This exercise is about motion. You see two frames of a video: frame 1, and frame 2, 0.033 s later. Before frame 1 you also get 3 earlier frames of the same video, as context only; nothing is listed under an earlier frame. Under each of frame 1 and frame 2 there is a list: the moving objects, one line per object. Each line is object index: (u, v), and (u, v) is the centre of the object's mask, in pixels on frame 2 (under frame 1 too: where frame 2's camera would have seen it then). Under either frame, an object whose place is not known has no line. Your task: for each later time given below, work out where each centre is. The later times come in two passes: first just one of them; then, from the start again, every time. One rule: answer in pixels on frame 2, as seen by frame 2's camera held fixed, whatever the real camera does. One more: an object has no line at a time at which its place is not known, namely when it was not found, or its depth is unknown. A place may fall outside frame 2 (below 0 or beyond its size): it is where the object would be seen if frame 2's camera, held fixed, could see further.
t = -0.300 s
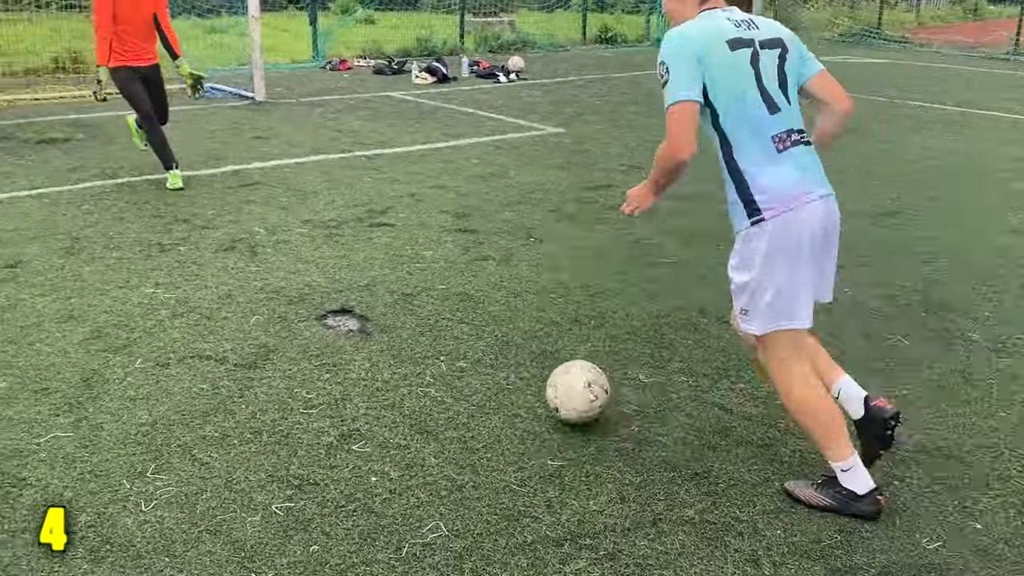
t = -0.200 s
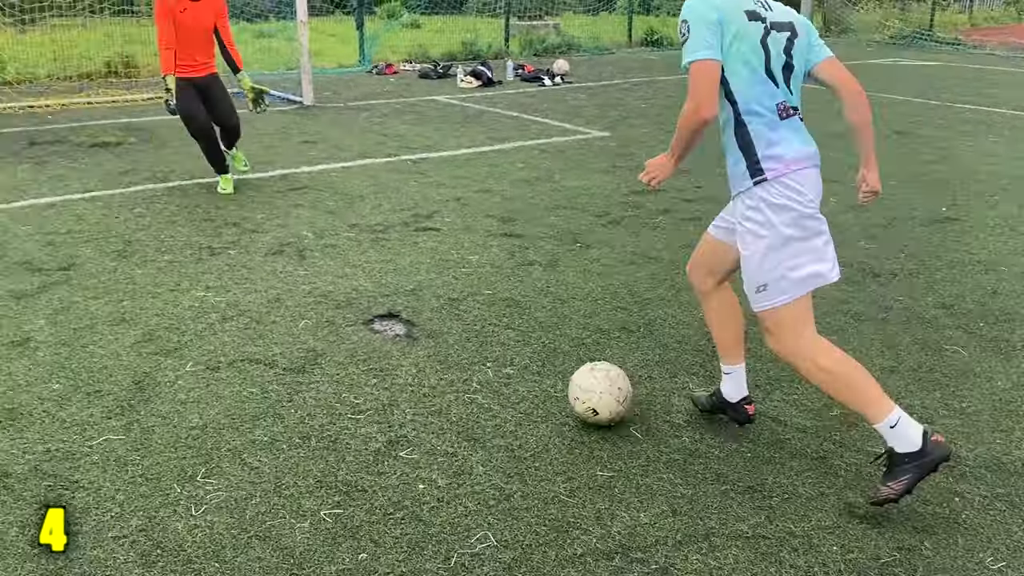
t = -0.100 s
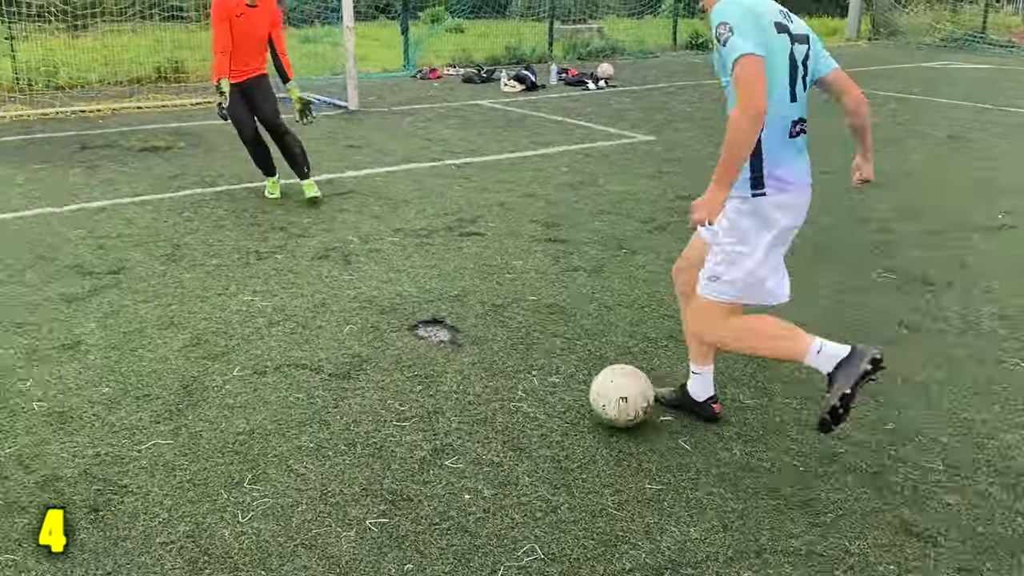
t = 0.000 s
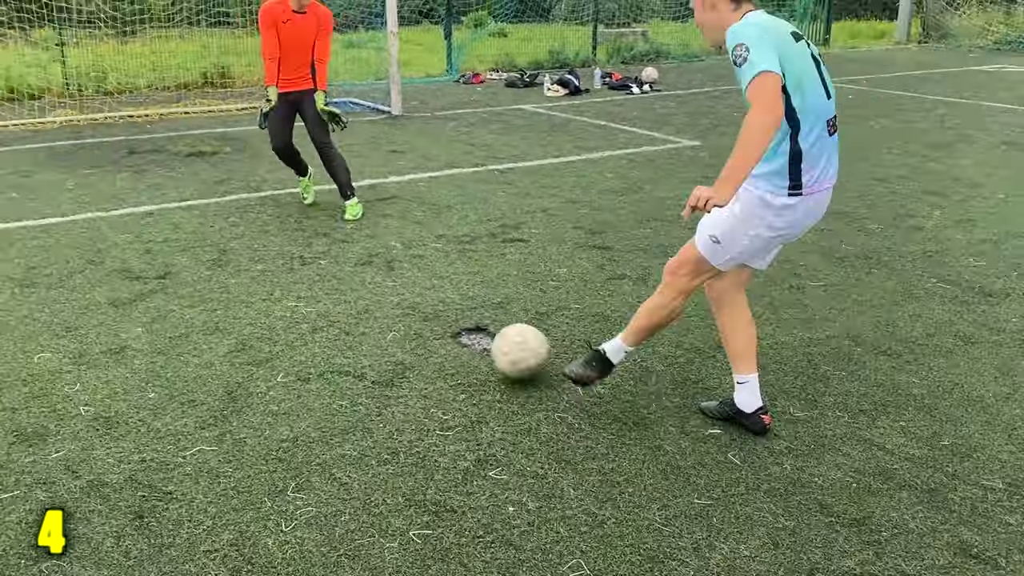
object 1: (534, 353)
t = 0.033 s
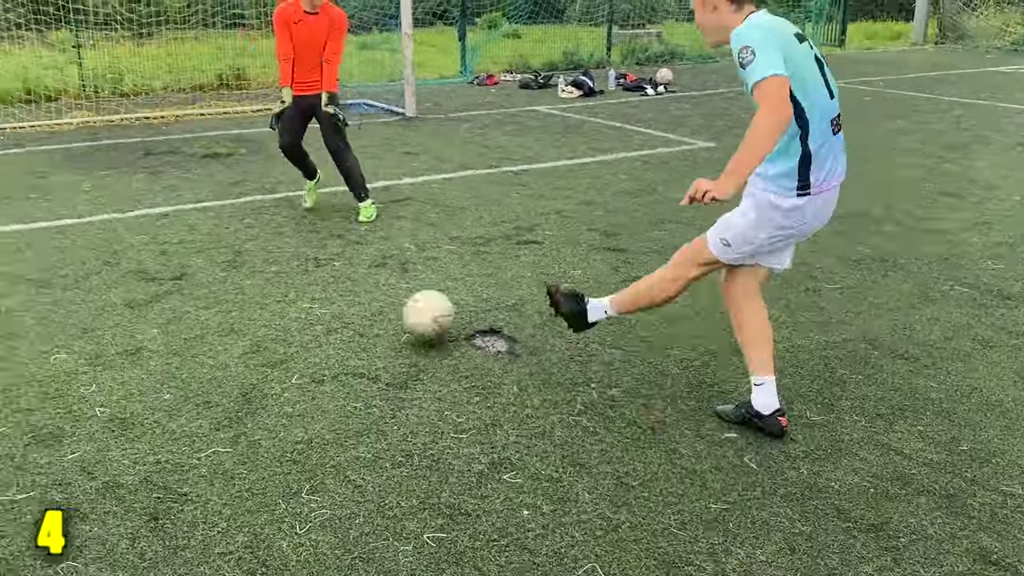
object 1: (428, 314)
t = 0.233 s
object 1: (95, 189)
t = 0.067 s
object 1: (342, 286)
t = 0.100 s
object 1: (274, 261)
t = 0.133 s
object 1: (218, 236)
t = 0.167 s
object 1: (169, 217)
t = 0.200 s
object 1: (129, 201)
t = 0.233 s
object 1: (95, 189)
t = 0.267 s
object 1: (66, 179)
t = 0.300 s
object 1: (41, 172)
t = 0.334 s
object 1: (20, 161)
